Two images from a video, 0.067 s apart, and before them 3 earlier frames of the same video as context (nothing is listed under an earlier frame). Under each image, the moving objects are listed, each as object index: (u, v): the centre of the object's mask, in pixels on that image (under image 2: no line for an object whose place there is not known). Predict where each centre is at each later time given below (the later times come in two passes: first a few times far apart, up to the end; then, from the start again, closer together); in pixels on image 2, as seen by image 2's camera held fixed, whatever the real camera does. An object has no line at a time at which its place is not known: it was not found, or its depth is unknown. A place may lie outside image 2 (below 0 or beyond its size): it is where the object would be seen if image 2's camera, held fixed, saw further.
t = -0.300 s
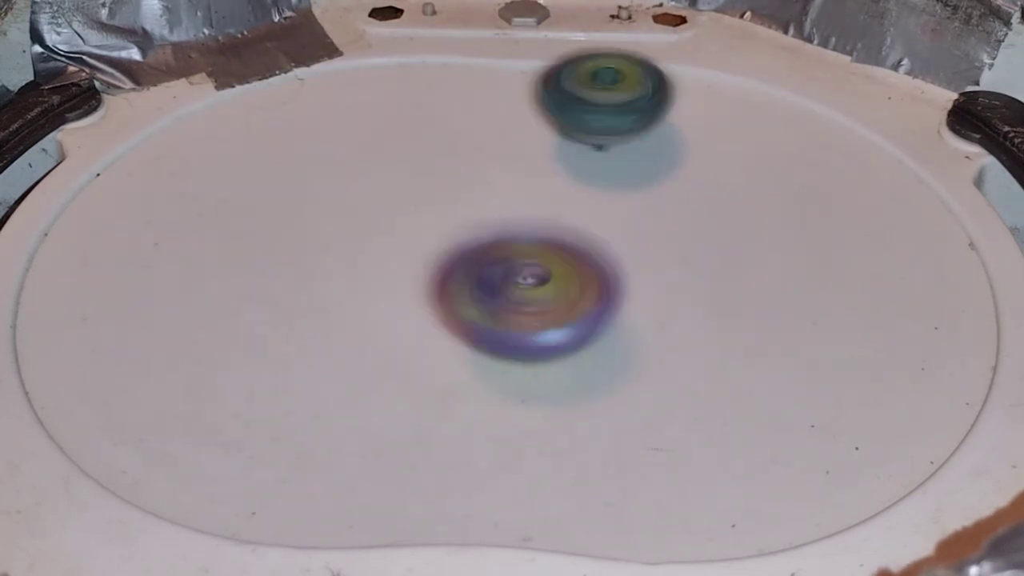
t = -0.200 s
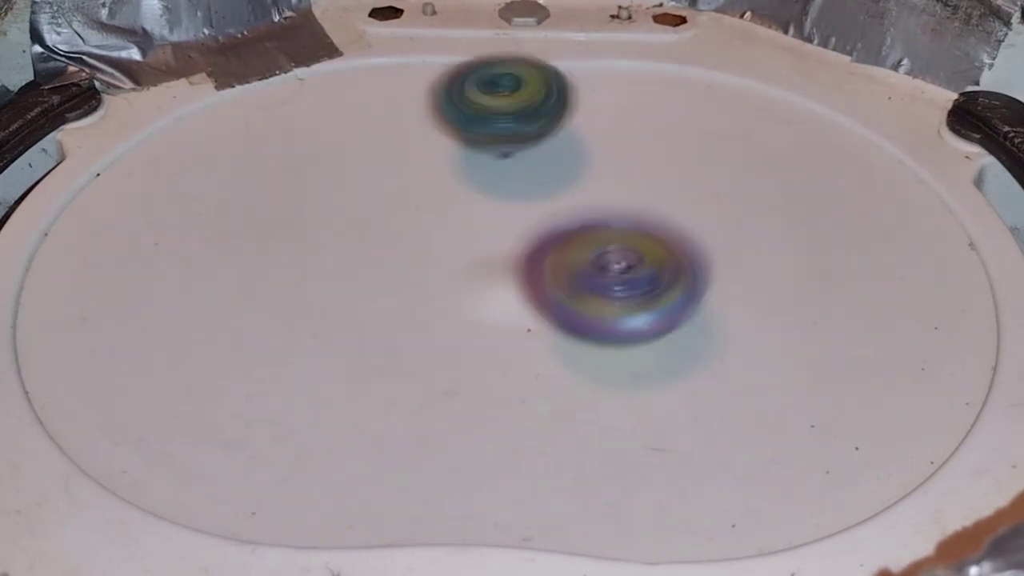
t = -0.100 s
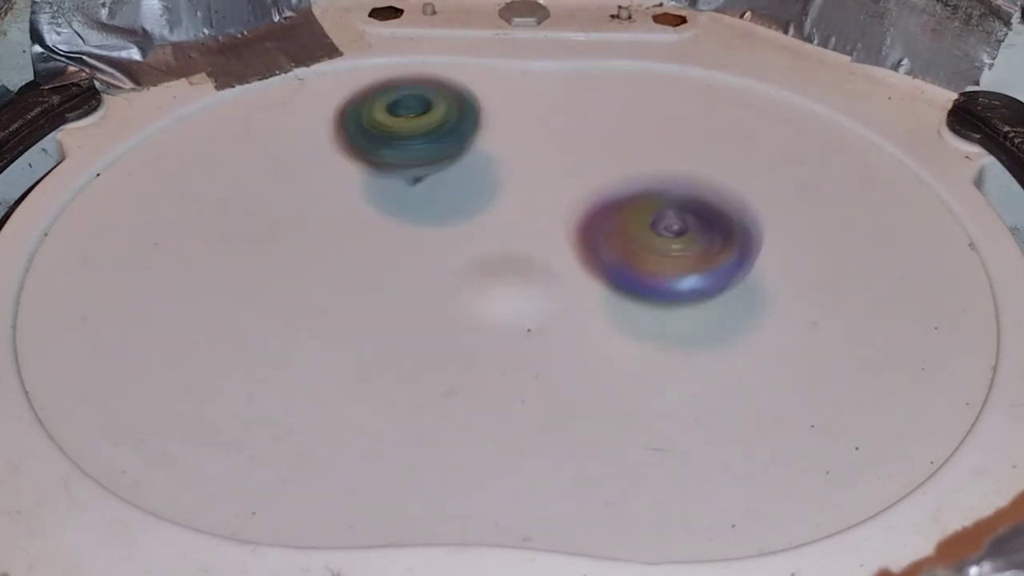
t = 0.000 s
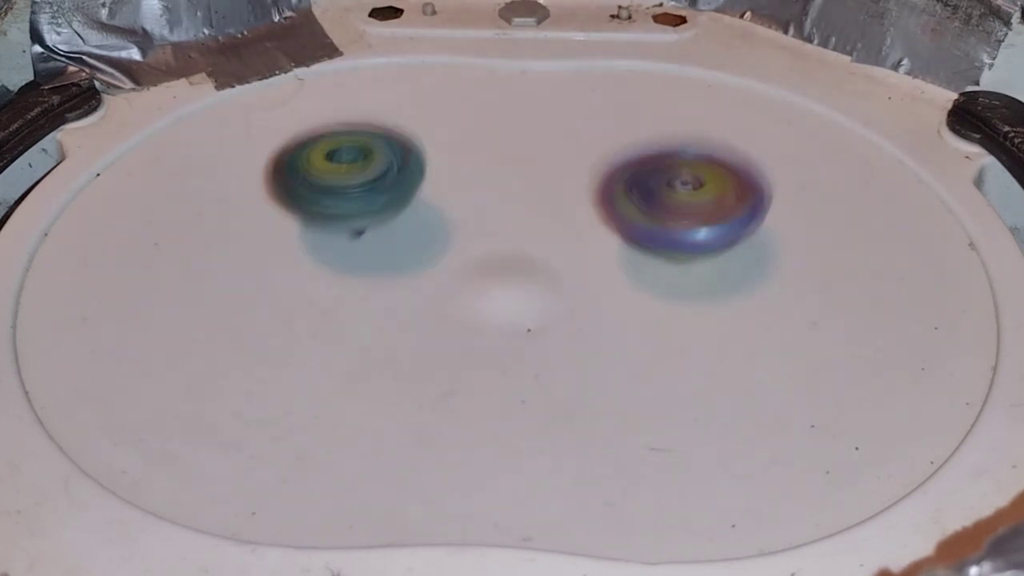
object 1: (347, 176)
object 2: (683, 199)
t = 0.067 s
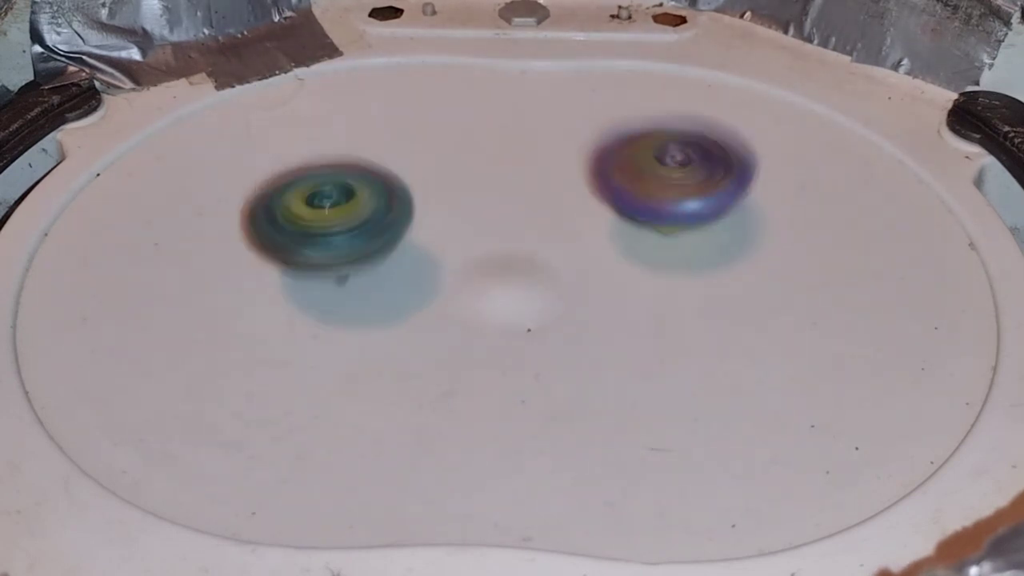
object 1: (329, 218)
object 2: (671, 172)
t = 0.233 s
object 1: (390, 324)
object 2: (582, 139)
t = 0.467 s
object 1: (678, 340)
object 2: (433, 183)
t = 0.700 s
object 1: (720, 202)
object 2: (419, 279)
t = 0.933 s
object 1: (537, 129)
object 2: (575, 304)
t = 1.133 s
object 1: (349, 148)
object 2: (627, 235)
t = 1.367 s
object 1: (269, 261)
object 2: (536, 171)
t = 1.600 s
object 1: (485, 325)
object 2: (400, 175)
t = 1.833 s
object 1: (674, 239)
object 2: (383, 247)
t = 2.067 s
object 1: (621, 126)
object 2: (525, 273)
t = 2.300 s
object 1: (440, 126)
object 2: (619, 213)
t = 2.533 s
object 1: (361, 233)
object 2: (571, 160)
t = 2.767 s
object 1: (515, 322)
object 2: (470, 189)
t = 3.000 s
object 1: (705, 274)
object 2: (434, 230)
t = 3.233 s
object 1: (644, 169)
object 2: (472, 288)
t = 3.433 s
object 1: (483, 149)
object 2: (564, 272)
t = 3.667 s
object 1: (331, 206)
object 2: (556, 200)
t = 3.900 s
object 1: (392, 304)
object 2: (464, 166)
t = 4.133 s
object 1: (592, 267)
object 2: (396, 202)
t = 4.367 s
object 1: (592, 162)
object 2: (453, 259)
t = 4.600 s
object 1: (452, 142)
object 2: (566, 265)
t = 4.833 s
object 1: (403, 230)
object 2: (633, 220)
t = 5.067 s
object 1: (565, 287)
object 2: (575, 176)
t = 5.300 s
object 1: (669, 219)
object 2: (472, 197)
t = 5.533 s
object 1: (568, 166)
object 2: (417, 246)
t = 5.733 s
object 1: (487, 145)
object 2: (376, 326)
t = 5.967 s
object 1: (412, 124)
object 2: (300, 353)
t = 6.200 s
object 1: (432, 207)
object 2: (287, 309)
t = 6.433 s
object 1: (550, 248)
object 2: (371, 269)
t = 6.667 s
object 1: (730, 267)
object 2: (456, 251)
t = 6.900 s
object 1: (805, 221)
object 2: (499, 269)
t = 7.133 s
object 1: (652, 203)
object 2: (543, 312)
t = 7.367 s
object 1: (508, 208)
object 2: (564, 331)
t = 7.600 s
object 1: (394, 167)
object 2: (585, 284)
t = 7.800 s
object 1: (286, 145)
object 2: (613, 243)
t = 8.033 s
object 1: (286, 186)
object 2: (668, 206)
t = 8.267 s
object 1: (426, 228)
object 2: (687, 191)
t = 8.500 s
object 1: (486, 207)
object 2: (658, 188)
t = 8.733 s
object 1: (384, 201)
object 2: (606, 197)
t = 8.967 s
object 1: (296, 224)
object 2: (553, 187)
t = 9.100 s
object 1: (323, 245)
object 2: (528, 172)
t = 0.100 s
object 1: (328, 243)
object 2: (659, 162)
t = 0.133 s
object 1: (332, 263)
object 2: (645, 154)
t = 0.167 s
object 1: (344, 288)
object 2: (625, 148)
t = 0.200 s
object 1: (364, 309)
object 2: (605, 144)
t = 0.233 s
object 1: (390, 324)
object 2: (582, 139)
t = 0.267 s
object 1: (426, 338)
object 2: (558, 141)
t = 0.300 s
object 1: (466, 344)
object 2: (536, 145)
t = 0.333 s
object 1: (510, 348)
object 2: (513, 151)
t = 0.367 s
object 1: (557, 355)
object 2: (491, 157)
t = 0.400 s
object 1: (601, 355)
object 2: (469, 164)
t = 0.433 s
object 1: (641, 350)
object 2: (449, 172)
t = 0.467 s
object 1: (678, 340)
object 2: (433, 183)
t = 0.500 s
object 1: (707, 323)
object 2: (420, 194)
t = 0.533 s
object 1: (727, 304)
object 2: (412, 208)
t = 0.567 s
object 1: (740, 283)
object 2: (405, 221)
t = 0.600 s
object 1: (743, 261)
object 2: (401, 236)
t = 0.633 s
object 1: (741, 240)
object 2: (402, 251)
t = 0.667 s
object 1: (734, 221)
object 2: (407, 266)
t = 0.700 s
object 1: (720, 202)
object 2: (419, 279)
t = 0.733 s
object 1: (702, 184)
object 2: (433, 291)
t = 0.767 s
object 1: (681, 170)
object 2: (453, 300)
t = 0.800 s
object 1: (657, 157)
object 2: (475, 304)
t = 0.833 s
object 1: (630, 145)
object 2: (500, 307)
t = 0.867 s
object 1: (601, 137)
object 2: (525, 307)
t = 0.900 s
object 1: (570, 133)
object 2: (549, 308)
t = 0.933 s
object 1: (537, 129)
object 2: (575, 304)
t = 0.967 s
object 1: (504, 128)
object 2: (595, 298)
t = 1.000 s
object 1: (471, 129)
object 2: (612, 288)
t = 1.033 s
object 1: (438, 129)
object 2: (623, 276)
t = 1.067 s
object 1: (407, 131)
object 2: (629, 263)
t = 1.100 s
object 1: (378, 139)
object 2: (630, 249)
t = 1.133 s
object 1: (349, 148)
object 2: (627, 235)
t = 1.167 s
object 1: (325, 158)
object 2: (622, 223)
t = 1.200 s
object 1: (304, 173)
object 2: (613, 211)
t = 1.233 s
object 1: (286, 188)
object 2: (601, 200)
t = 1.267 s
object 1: (274, 203)
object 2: (588, 190)
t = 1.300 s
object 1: (266, 223)
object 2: (572, 181)
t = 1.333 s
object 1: (264, 244)
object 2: (555, 175)
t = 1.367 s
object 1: (269, 261)
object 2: (536, 171)
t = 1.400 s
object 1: (282, 281)
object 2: (516, 166)
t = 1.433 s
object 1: (303, 301)
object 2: (495, 163)
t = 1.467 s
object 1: (330, 315)
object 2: (473, 164)
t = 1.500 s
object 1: (364, 325)
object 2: (453, 164)
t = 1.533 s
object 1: (405, 331)
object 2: (434, 163)
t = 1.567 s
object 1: (445, 331)
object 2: (417, 169)
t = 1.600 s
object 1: (485, 325)
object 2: (400, 175)
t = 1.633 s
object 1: (525, 321)
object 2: (387, 181)
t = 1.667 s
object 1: (566, 316)
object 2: (377, 190)
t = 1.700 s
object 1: (599, 307)
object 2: (371, 203)
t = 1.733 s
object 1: (627, 291)
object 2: (369, 213)
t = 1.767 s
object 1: (649, 275)
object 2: (369, 223)
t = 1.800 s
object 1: (665, 256)
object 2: (373, 234)
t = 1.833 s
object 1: (674, 239)
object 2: (383, 247)
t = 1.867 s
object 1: (679, 219)
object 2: (397, 256)
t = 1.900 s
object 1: (679, 200)
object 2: (415, 263)
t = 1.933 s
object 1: (677, 182)
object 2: (434, 269)
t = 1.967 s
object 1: (670, 167)
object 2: (455, 272)
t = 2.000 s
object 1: (657, 151)
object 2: (476, 273)
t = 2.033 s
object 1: (640, 137)
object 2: (500, 275)
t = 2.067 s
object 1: (621, 126)
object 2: (525, 273)
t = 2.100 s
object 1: (598, 119)
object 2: (548, 268)
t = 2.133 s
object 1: (574, 115)
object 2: (568, 262)
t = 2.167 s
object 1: (547, 113)
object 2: (584, 254)
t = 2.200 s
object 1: (520, 112)
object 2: (596, 243)
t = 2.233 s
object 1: (492, 116)
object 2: (608, 234)
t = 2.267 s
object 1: (465, 120)
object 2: (616, 224)
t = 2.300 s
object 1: (440, 126)
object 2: (619, 213)
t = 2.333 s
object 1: (416, 133)
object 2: (621, 203)
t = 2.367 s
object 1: (397, 145)
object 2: (620, 193)
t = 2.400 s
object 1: (381, 161)
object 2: (616, 183)
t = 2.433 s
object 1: (369, 177)
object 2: (608, 176)
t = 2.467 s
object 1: (361, 192)
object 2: (598, 170)
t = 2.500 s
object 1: (359, 211)
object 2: (585, 166)
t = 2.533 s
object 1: (361, 233)
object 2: (571, 160)
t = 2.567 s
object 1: (366, 252)
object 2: (556, 159)
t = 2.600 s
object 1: (377, 269)
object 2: (540, 160)
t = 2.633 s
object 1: (394, 285)
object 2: (523, 164)
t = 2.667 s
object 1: (418, 300)
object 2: (508, 168)
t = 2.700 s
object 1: (449, 311)
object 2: (494, 173)
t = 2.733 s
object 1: (481, 317)
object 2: (481, 180)
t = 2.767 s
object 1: (515, 322)
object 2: (470, 189)
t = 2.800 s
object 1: (550, 326)
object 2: (460, 197)
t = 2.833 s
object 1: (587, 328)
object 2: (451, 205)
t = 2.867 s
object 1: (622, 326)
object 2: (448, 215)
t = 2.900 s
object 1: (651, 318)
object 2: (447, 219)
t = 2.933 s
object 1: (676, 306)
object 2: (445, 219)
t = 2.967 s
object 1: (694, 291)
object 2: (440, 223)
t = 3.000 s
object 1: (705, 274)
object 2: (434, 230)
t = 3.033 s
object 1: (711, 256)
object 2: (430, 241)
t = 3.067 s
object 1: (712, 240)
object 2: (429, 252)
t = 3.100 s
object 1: (707, 224)
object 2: (431, 262)
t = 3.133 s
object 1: (697, 209)
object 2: (438, 270)
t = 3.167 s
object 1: (682, 194)
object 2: (447, 280)
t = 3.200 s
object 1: (664, 181)
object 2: (456, 285)
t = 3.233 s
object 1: (644, 169)
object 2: (472, 288)
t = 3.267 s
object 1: (622, 161)
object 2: (488, 289)
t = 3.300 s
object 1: (596, 155)
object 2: (504, 290)
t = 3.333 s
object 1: (569, 152)
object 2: (522, 289)
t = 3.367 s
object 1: (541, 149)
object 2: (539, 285)
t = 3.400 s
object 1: (512, 149)
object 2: (552, 280)
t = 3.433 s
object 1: (483, 149)
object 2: (564, 272)
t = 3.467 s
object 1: (456, 150)
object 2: (573, 262)
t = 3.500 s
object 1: (429, 155)
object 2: (575, 252)
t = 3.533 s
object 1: (404, 162)
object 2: (577, 241)
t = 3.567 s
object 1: (381, 172)
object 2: (577, 230)
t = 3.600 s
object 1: (361, 182)
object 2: (573, 219)
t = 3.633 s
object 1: (344, 193)
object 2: (566, 208)
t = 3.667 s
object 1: (331, 206)
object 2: (556, 200)
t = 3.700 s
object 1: (323, 222)
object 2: (547, 192)
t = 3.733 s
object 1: (319, 239)
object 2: (533, 186)
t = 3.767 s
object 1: (320, 255)
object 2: (521, 181)
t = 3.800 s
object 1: (328, 272)
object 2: (508, 177)
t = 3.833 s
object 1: (342, 286)
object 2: (493, 172)
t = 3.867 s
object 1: (364, 297)
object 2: (479, 167)
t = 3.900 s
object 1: (392, 304)
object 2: (464, 166)
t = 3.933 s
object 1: (422, 308)
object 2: (451, 166)
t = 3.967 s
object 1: (455, 307)
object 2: (436, 168)
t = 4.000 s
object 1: (488, 304)
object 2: (424, 173)
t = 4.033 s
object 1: (520, 298)
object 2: (412, 177)
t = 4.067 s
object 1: (549, 291)
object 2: (404, 185)
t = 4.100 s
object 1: (573, 281)
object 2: (397, 192)
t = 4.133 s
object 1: (592, 267)
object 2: (396, 202)
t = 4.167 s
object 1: (605, 251)
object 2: (396, 212)
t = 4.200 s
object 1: (613, 234)
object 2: (400, 220)
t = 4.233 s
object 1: (616, 219)
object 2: (403, 228)
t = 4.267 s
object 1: (616, 202)
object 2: (413, 237)
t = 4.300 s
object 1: (612, 187)
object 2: (424, 244)
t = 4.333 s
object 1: (604, 173)
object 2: (439, 253)
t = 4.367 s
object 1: (592, 162)
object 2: (453, 259)
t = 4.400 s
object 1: (576, 153)
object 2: (469, 261)
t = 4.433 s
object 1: (558, 146)
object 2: (484, 262)
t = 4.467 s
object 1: (538, 141)
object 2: (496, 266)
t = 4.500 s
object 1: (517, 140)
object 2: (512, 270)
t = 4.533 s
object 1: (494, 139)
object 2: (530, 275)
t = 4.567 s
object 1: (472, 139)
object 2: (548, 270)
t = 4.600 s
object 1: (452, 142)
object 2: (566, 265)
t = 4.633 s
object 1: (433, 148)
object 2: (581, 263)
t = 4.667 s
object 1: (416, 156)
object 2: (597, 258)
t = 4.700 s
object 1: (404, 168)
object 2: (610, 250)
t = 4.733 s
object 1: (396, 182)
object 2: (619, 244)
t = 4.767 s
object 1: (393, 198)
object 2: (626, 236)
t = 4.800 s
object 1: (395, 214)
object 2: (633, 228)
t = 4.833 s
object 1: (403, 230)
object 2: (633, 220)
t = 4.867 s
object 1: (415, 245)
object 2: (633, 212)
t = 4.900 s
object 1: (432, 260)
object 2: (629, 204)
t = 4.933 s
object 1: (454, 270)
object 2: (622, 197)
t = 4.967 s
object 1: (479, 277)
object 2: (615, 191)
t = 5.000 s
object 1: (506, 282)
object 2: (604, 185)
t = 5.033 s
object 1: (536, 286)
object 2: (591, 182)
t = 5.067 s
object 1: (565, 287)
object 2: (575, 176)
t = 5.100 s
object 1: (593, 283)
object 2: (562, 175)
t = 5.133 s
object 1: (618, 277)
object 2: (547, 177)
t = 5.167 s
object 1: (637, 268)
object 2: (531, 181)
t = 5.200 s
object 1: (652, 257)
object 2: (515, 182)
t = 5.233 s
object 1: (662, 244)
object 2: (501, 188)
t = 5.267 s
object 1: (669, 231)
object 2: (487, 192)
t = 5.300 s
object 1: (669, 219)
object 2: (472, 197)
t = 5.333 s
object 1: (665, 206)
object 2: (460, 202)
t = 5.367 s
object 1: (657, 195)
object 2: (450, 209)
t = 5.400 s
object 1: (644, 186)
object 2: (440, 216)
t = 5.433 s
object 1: (629, 178)
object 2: (431, 221)
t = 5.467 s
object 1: (612, 172)
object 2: (424, 229)
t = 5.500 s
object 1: (591, 168)
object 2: (421, 237)
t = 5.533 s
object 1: (568, 166)
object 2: (417, 246)
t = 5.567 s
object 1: (544, 167)
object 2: (416, 255)
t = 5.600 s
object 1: (521, 171)
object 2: (419, 263)
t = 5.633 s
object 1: (499, 174)
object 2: (424, 272)
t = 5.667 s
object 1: (492, 168)
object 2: (409, 291)
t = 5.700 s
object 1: (492, 156)
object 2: (388, 314)
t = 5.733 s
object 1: (487, 145)
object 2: (376, 326)
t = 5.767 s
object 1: (480, 135)
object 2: (372, 334)
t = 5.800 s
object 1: (471, 126)
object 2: (366, 341)
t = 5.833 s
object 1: (461, 120)
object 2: (353, 345)
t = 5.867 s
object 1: (449, 116)
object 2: (341, 349)
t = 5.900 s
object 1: (436, 115)
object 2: (326, 352)
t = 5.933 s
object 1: (423, 118)
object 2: (312, 354)
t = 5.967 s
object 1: (412, 124)
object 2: (300, 353)
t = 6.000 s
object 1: (404, 132)
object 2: (290, 351)
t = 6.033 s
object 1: (400, 143)
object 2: (283, 347)
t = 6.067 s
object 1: (399, 155)
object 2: (278, 340)
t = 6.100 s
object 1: (403, 168)
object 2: (276, 334)
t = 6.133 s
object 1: (409, 182)
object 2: (277, 326)
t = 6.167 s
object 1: (419, 195)
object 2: (282, 316)
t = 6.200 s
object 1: (432, 207)
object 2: (287, 309)
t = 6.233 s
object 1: (447, 219)
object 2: (296, 301)
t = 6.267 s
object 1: (461, 221)
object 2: (306, 294)
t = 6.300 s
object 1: (477, 216)
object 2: (319, 287)
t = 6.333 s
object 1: (497, 215)
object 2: (329, 282)
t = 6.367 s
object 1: (518, 220)
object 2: (342, 280)
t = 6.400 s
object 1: (536, 231)
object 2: (356, 273)
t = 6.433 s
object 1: (550, 248)
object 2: (371, 269)
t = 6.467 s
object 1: (578, 260)
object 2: (371, 261)
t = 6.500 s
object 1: (603, 265)
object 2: (383, 256)
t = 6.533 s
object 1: (628, 266)
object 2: (402, 254)
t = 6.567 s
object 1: (654, 267)
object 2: (413, 254)
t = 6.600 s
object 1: (680, 268)
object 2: (425, 253)
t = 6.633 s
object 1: (706, 267)
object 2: (440, 249)
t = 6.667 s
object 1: (730, 267)
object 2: (456, 251)
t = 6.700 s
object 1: (754, 265)
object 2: (462, 246)
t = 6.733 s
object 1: (776, 261)
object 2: (467, 240)
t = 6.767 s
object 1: (795, 254)
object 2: (480, 234)
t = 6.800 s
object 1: (808, 245)
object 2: (491, 237)
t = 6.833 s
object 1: (814, 237)
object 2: (500, 246)
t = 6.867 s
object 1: (813, 228)
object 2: (500, 259)
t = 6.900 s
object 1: (805, 221)
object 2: (499, 269)
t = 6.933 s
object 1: (791, 214)
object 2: (502, 274)
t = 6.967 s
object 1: (772, 209)
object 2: (512, 278)
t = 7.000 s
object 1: (750, 205)
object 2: (523, 284)
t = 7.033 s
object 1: (726, 203)
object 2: (528, 293)
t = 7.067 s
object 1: (702, 201)
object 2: (531, 301)
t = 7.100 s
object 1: (677, 202)
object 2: (536, 306)
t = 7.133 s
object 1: (652, 203)
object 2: (543, 312)
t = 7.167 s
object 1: (629, 204)
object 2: (544, 317)
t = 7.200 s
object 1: (605, 205)
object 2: (548, 323)
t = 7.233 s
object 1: (581, 205)
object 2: (552, 331)
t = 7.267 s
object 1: (555, 205)
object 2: (555, 335)
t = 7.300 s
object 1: (534, 204)
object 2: (560, 333)
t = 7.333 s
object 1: (521, 206)
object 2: (562, 333)
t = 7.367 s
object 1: (508, 208)
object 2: (564, 331)
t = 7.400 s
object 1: (497, 206)
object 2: (568, 327)
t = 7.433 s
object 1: (490, 199)
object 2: (567, 319)
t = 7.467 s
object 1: (476, 191)
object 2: (571, 311)
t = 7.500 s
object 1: (456, 184)
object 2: (574, 305)
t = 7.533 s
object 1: (434, 177)
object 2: (576, 299)
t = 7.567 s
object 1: (413, 172)
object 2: (579, 290)
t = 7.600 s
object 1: (394, 167)
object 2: (585, 284)
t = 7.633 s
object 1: (375, 162)
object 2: (588, 277)
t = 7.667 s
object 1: (356, 156)
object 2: (591, 269)
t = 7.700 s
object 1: (338, 150)
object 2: (596, 261)
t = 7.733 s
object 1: (319, 146)
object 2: (601, 255)
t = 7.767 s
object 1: (301, 144)
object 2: (608, 248)
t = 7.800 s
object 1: (286, 145)
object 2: (613, 243)
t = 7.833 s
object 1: (274, 146)
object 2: (621, 235)
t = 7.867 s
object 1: (263, 148)
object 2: (628, 232)
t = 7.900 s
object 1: (256, 152)
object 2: (636, 225)
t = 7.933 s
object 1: (255, 160)
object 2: (642, 222)
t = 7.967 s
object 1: (260, 169)
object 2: (651, 215)
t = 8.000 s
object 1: (271, 178)
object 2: (661, 212)
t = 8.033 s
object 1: (286, 186)
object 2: (668, 206)
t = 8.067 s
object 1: (300, 193)
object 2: (676, 204)
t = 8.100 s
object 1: (320, 199)
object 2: (682, 201)
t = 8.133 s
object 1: (340, 206)
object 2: (689, 198)
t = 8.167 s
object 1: (361, 213)
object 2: (692, 195)
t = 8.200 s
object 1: (384, 219)
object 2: (691, 192)
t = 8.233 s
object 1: (404, 223)
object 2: (691, 191)
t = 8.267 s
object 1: (426, 228)
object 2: (687, 191)
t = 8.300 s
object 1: (449, 232)
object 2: (682, 189)
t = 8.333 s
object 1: (465, 226)
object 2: (678, 190)
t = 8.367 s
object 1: (483, 217)
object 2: (667, 188)
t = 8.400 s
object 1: (498, 212)
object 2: (663, 189)
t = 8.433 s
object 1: (491, 213)
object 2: (668, 188)
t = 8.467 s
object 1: (486, 211)
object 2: (667, 187)
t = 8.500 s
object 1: (486, 207)
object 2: (658, 188)
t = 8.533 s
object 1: (484, 202)
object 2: (652, 190)
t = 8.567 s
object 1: (474, 199)
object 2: (647, 190)
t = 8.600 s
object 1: (460, 199)
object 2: (641, 192)
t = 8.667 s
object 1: (422, 198)
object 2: (625, 193)
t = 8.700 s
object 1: (402, 198)
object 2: (614, 195)
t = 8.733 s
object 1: (384, 201)
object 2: (606, 197)
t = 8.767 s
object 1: (368, 203)
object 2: (599, 197)
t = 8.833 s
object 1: (331, 206)
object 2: (581, 195)
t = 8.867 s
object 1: (317, 211)
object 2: (572, 194)
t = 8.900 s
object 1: (308, 215)
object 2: (562, 192)
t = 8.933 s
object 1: (299, 219)
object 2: (560, 190)
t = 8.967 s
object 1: (296, 224)
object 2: (553, 187)
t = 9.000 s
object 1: (297, 232)
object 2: (544, 183)
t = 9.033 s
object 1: (302, 236)
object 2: (537, 179)
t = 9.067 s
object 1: (310, 240)
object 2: (531, 176)
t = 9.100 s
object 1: (323, 245)
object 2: (528, 172)
